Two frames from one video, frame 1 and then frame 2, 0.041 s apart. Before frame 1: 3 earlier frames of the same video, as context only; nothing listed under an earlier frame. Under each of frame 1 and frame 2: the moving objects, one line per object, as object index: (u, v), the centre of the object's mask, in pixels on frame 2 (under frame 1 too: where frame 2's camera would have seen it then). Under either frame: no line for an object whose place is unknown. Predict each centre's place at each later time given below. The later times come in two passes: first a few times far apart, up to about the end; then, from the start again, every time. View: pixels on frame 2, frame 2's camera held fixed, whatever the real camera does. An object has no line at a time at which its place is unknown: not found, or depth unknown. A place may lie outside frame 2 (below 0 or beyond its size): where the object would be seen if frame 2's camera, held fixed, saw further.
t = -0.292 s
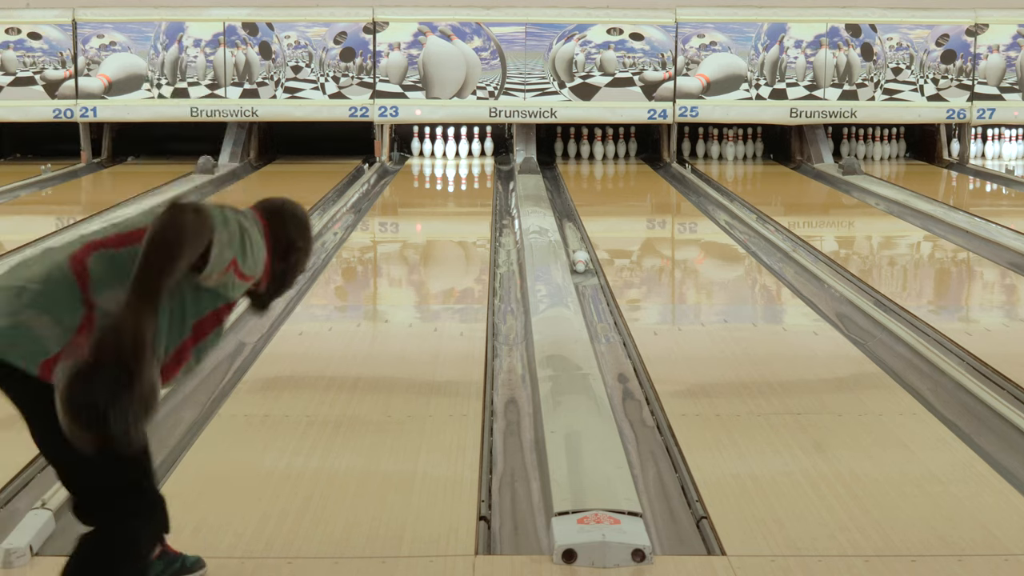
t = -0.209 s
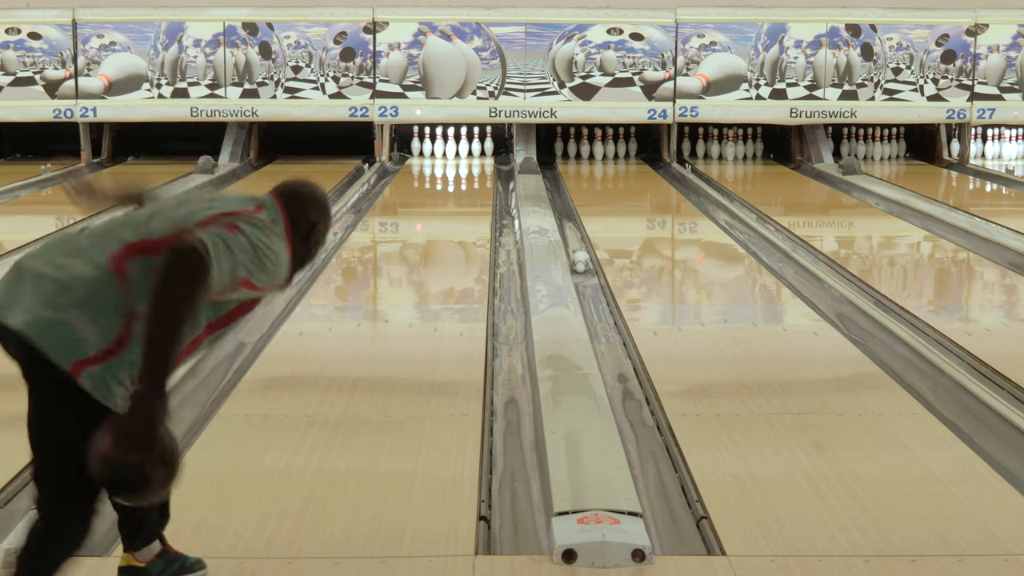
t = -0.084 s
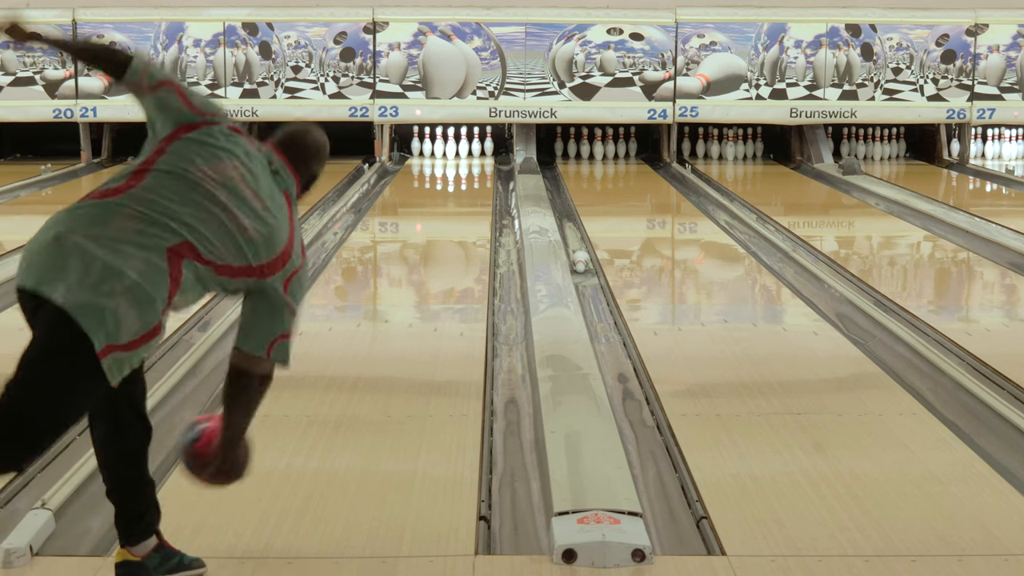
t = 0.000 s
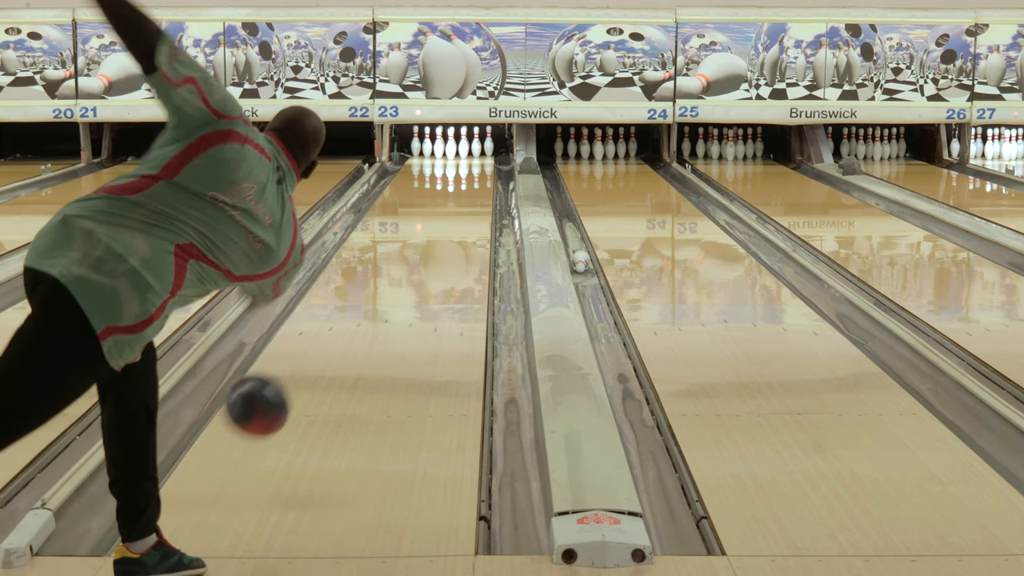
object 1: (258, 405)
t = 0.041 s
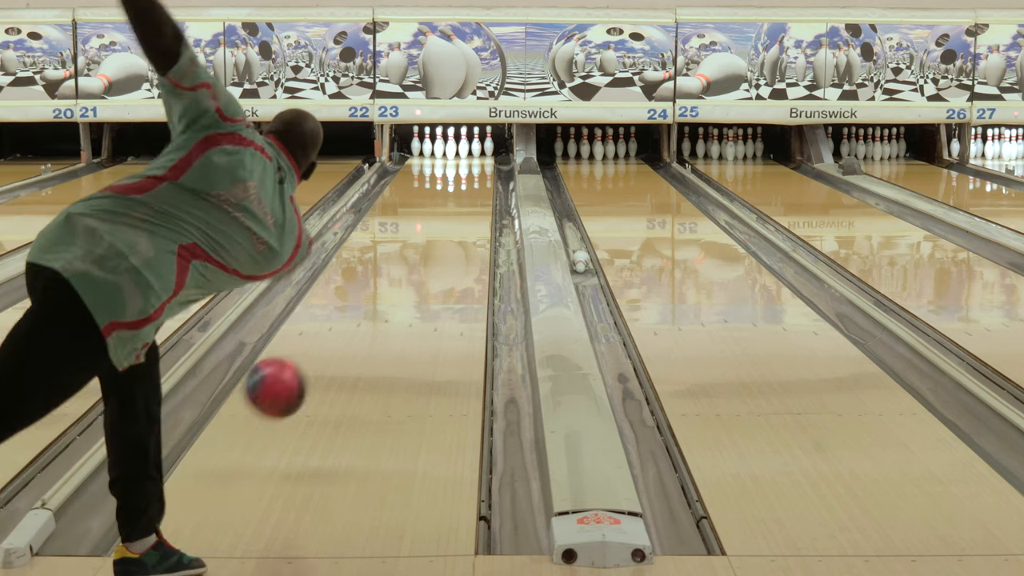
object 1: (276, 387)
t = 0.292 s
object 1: (357, 352)
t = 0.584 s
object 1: (414, 287)
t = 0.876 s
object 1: (448, 242)
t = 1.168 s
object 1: (470, 212)
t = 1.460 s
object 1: (481, 190)
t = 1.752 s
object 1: (482, 174)
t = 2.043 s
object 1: (471, 161)
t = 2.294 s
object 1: (460, 151)
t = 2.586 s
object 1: (469, 148)
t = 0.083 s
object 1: (292, 376)
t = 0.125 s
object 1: (308, 371)
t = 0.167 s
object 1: (322, 369)
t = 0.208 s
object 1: (335, 373)
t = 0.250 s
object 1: (347, 366)
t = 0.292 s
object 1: (357, 352)
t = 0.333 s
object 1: (370, 341)
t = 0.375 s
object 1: (377, 331)
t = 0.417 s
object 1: (385, 320)
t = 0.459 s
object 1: (393, 312)
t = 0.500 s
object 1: (401, 302)
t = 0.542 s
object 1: (407, 295)
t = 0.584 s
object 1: (414, 287)
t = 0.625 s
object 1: (420, 280)
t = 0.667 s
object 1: (425, 273)
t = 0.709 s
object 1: (430, 266)
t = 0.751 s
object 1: (435, 259)
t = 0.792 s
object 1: (439, 253)
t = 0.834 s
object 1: (444, 248)
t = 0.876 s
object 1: (448, 242)
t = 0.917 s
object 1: (452, 237)
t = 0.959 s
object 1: (455, 232)
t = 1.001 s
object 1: (459, 228)
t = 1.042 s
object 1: (462, 224)
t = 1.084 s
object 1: (465, 220)
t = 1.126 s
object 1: (467, 216)
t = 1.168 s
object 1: (470, 212)
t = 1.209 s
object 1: (472, 209)
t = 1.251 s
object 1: (474, 206)
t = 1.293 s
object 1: (476, 202)
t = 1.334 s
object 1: (478, 199)
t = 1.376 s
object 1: (479, 196)
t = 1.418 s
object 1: (480, 193)
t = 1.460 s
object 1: (481, 190)
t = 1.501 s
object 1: (482, 188)
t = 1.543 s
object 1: (482, 185)
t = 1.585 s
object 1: (483, 182)
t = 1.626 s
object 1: (483, 180)
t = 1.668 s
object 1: (483, 178)
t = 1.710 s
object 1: (482, 175)
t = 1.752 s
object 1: (482, 174)
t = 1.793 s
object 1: (481, 171)
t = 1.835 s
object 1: (480, 169)
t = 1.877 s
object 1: (479, 168)
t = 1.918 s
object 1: (477, 165)
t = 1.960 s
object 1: (475, 164)
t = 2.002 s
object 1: (474, 162)
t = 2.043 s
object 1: (471, 161)
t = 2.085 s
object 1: (469, 159)
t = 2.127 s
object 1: (467, 157)
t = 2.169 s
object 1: (465, 156)
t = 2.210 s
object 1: (463, 154)
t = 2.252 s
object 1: (460, 153)
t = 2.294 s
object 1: (460, 151)
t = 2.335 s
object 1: (461, 150)
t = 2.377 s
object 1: (461, 149)
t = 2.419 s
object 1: (461, 148)
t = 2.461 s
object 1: (464, 148)
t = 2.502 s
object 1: (466, 147)
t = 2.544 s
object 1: (468, 147)
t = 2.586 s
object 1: (469, 148)
